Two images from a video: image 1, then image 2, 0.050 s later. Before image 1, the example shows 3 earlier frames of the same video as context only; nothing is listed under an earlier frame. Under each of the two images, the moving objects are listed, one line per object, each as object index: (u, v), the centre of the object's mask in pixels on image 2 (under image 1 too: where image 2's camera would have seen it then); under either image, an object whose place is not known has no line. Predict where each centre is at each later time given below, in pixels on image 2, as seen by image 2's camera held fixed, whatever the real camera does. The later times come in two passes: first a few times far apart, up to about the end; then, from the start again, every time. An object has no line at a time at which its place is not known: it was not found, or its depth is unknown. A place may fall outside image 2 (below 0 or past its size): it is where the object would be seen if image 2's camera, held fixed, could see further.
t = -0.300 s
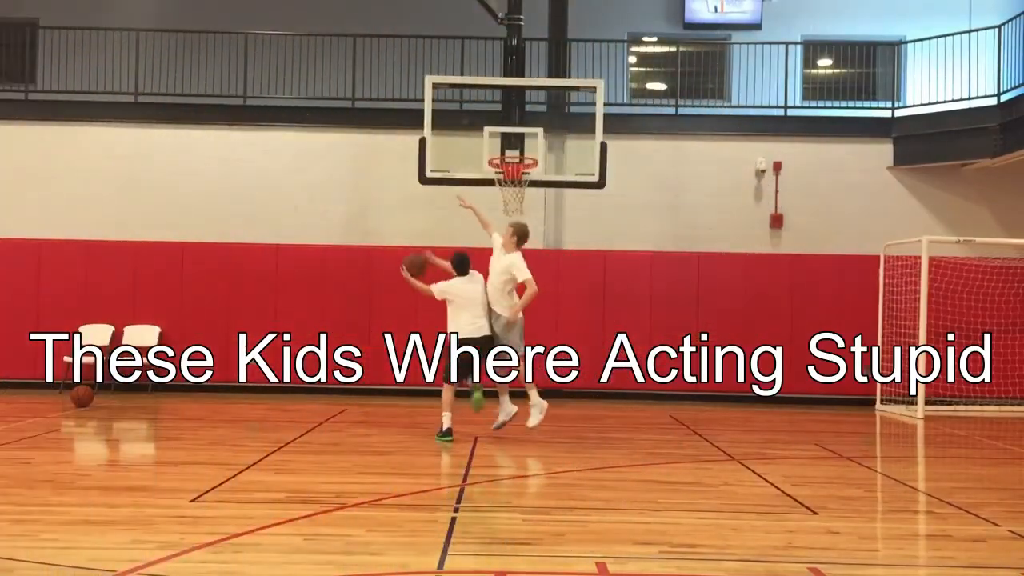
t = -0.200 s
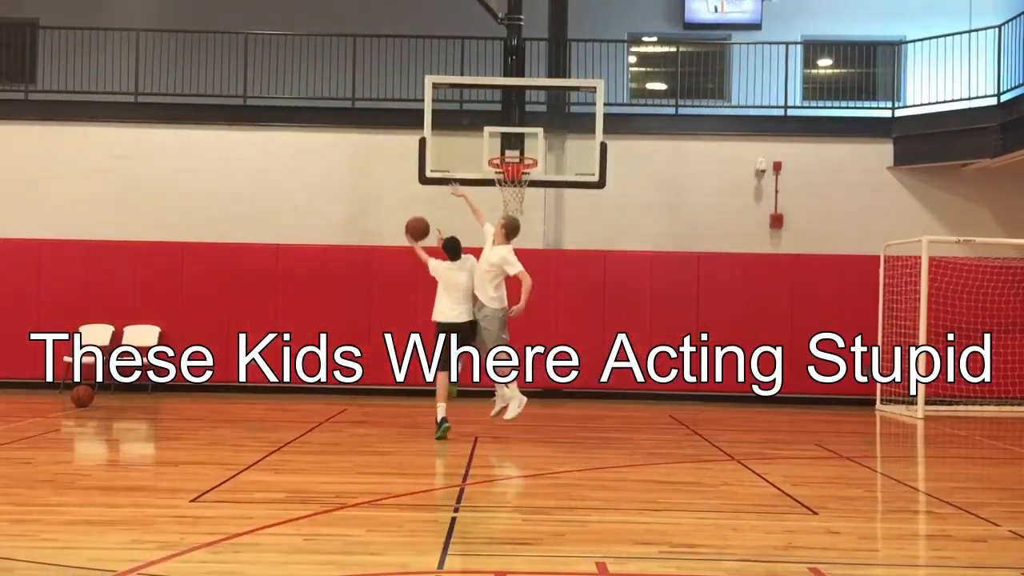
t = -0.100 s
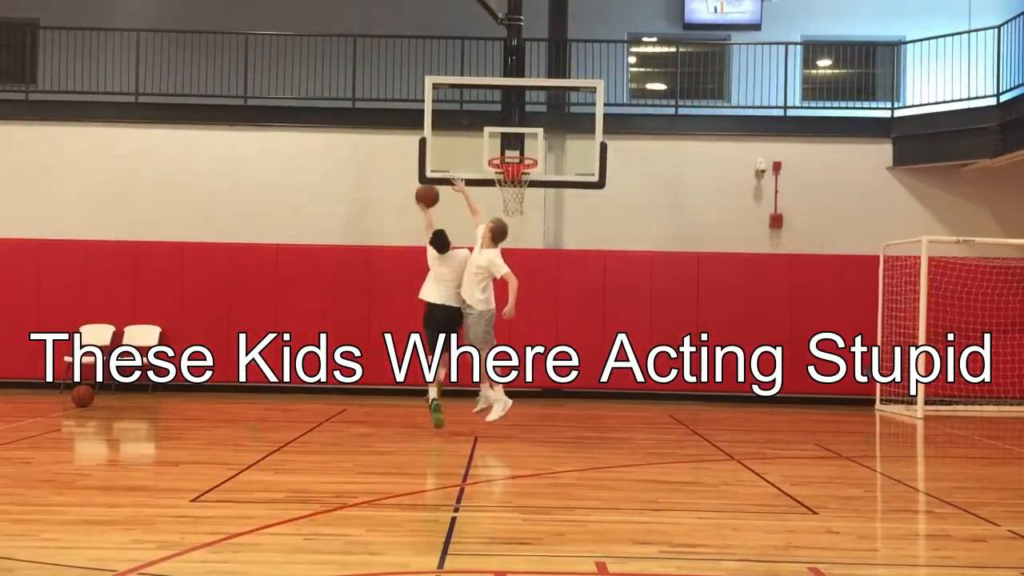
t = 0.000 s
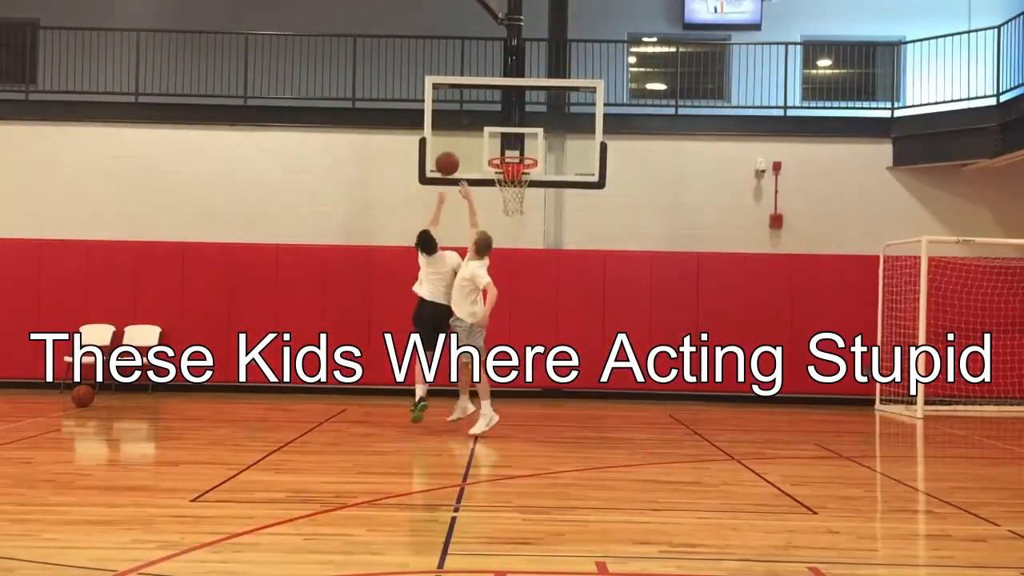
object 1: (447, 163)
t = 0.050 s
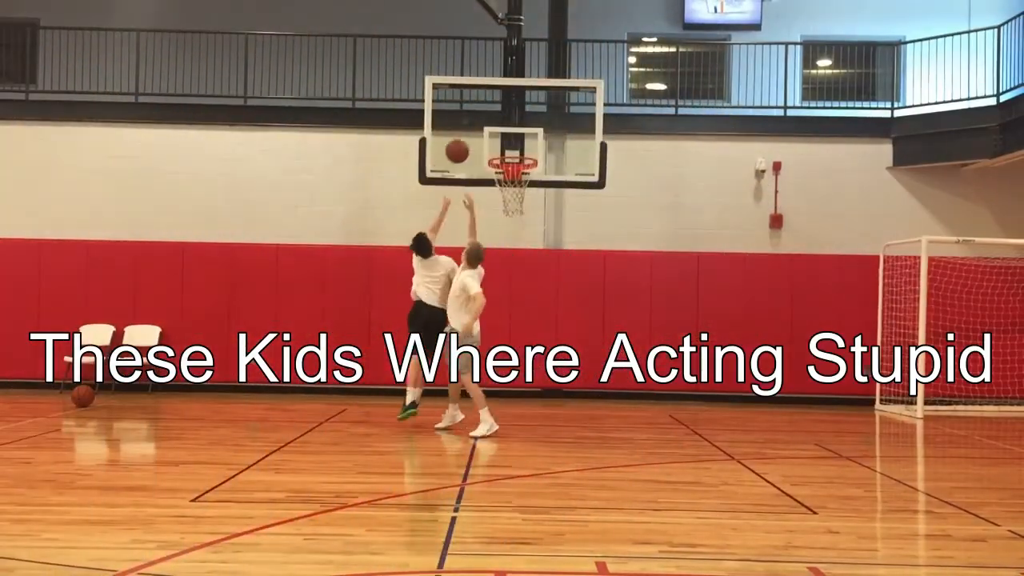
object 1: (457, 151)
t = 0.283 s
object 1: (497, 122)
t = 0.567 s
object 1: (532, 146)
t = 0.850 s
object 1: (535, 146)
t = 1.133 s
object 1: (545, 151)
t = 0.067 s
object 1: (460, 147)
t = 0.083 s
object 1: (464, 144)
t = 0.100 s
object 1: (467, 141)
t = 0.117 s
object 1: (470, 138)
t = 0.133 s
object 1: (473, 136)
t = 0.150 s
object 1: (477, 133)
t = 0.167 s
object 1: (480, 131)
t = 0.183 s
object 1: (483, 130)
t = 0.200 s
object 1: (486, 128)
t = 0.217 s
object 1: (487, 126)
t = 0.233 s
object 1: (490, 125)
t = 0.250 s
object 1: (492, 124)
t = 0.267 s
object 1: (494, 123)
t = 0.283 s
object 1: (497, 122)
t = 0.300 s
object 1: (499, 121)
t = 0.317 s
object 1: (501, 121)
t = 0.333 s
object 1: (503, 121)
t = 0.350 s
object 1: (505, 121)
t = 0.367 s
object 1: (507, 122)
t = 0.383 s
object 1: (510, 123)
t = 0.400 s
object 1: (512, 124)
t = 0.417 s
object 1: (514, 127)
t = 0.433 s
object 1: (516, 128)
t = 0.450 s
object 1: (519, 129)
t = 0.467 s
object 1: (521, 131)
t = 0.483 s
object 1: (523, 134)
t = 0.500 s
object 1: (525, 137)
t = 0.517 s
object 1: (528, 140)
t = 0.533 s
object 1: (530, 143)
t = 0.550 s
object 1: (532, 146)
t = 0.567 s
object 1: (532, 146)
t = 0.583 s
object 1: (533, 145)
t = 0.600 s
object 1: (533, 143)
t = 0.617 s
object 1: (533, 141)
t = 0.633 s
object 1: (533, 140)
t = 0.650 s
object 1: (533, 139)
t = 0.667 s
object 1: (533, 139)
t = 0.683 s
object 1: (534, 139)
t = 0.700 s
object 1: (533, 139)
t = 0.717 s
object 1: (533, 139)
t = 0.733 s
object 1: (534, 139)
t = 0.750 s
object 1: (534, 139)
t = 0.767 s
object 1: (534, 140)
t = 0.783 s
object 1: (534, 142)
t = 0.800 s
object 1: (534, 143)
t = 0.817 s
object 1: (534, 145)
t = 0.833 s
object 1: (534, 146)
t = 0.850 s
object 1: (535, 146)
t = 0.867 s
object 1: (535, 145)
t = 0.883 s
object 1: (535, 144)
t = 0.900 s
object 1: (536, 144)
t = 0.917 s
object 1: (536, 144)
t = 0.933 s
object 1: (537, 144)
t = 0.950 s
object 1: (537, 145)
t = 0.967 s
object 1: (537, 145)
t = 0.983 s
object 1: (538, 146)
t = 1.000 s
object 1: (538, 147)
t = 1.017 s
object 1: (539, 147)
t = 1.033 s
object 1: (540, 148)
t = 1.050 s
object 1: (540, 148)
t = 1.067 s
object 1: (541, 148)
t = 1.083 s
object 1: (542, 149)
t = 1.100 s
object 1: (543, 149)
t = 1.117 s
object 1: (544, 150)
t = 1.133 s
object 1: (545, 151)
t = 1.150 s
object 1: (546, 152)
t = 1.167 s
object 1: (547, 153)
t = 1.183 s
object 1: (548, 154)
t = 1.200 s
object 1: (549, 156)
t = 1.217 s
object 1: (550, 158)
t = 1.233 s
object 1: (551, 160)
